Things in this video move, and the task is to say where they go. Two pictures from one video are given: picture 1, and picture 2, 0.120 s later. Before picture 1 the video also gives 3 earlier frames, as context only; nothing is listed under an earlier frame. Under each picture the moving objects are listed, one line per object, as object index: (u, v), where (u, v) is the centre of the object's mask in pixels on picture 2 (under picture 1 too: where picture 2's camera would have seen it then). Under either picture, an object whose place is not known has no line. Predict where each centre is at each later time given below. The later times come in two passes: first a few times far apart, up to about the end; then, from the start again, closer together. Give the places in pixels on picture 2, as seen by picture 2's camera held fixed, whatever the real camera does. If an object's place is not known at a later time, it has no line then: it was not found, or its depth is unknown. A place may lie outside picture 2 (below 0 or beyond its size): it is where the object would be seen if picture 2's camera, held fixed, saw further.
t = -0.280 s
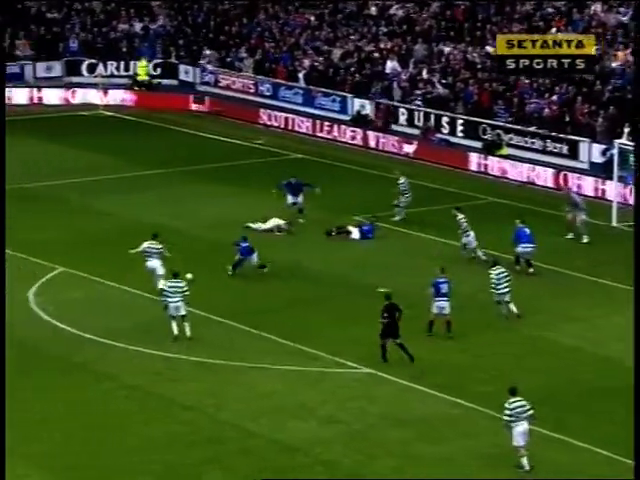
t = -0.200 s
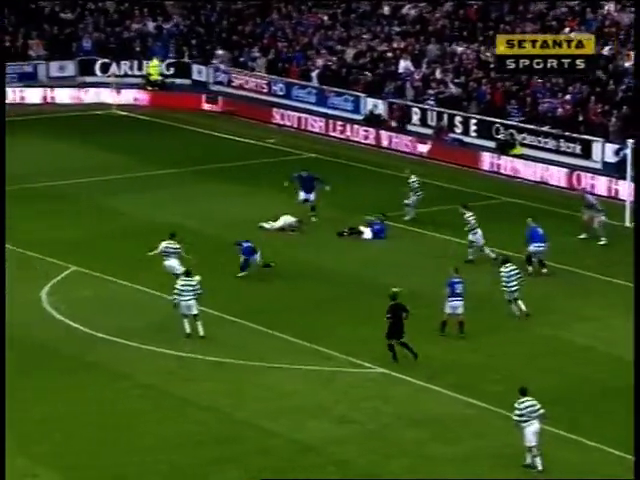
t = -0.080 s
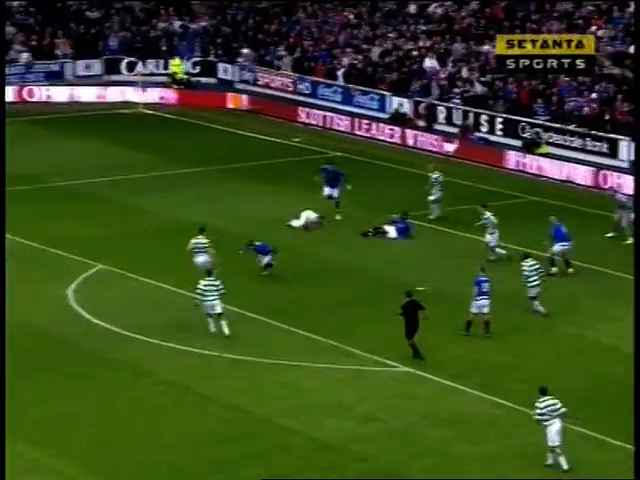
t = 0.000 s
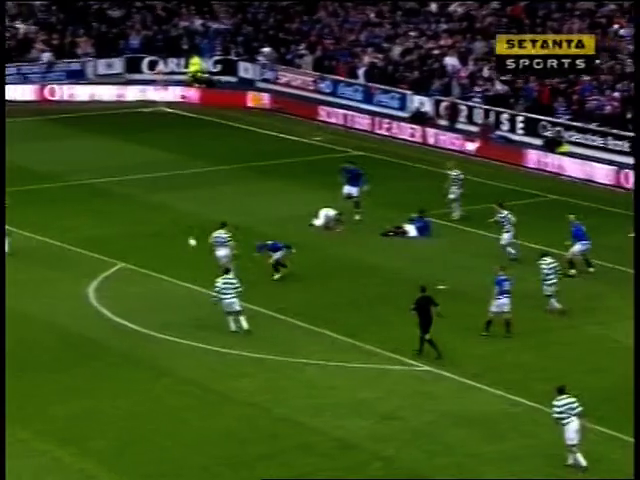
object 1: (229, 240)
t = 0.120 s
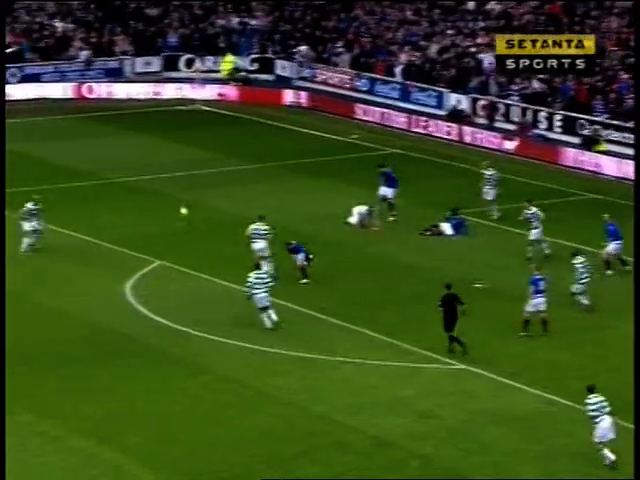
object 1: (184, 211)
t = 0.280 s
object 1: (125, 182)
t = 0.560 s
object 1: (28, 157)
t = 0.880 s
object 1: (-76, 163)
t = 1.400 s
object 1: (-225, 211)
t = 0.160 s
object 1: (168, 203)
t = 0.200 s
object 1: (154, 195)
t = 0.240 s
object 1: (139, 188)
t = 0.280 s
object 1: (125, 182)
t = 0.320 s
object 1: (111, 177)
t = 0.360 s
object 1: (97, 172)
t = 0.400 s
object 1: (83, 167)
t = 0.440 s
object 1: (70, 164)
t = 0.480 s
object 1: (55, 160)
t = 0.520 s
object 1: (42, 159)
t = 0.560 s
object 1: (28, 157)
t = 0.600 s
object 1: (15, 156)
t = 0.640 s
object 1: (2, 155)
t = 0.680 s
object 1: (-11, 155)
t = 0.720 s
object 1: (-24, 155)
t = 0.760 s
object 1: (-37, 156)
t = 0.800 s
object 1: (-50, 158)
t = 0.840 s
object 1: (-64, 160)
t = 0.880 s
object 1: (-76, 163)
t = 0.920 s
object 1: (-88, 166)
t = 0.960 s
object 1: (-101, 170)
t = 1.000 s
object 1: (-114, 174)
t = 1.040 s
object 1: (-125, 179)
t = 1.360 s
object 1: (-216, 217)
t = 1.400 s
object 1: (-225, 211)
